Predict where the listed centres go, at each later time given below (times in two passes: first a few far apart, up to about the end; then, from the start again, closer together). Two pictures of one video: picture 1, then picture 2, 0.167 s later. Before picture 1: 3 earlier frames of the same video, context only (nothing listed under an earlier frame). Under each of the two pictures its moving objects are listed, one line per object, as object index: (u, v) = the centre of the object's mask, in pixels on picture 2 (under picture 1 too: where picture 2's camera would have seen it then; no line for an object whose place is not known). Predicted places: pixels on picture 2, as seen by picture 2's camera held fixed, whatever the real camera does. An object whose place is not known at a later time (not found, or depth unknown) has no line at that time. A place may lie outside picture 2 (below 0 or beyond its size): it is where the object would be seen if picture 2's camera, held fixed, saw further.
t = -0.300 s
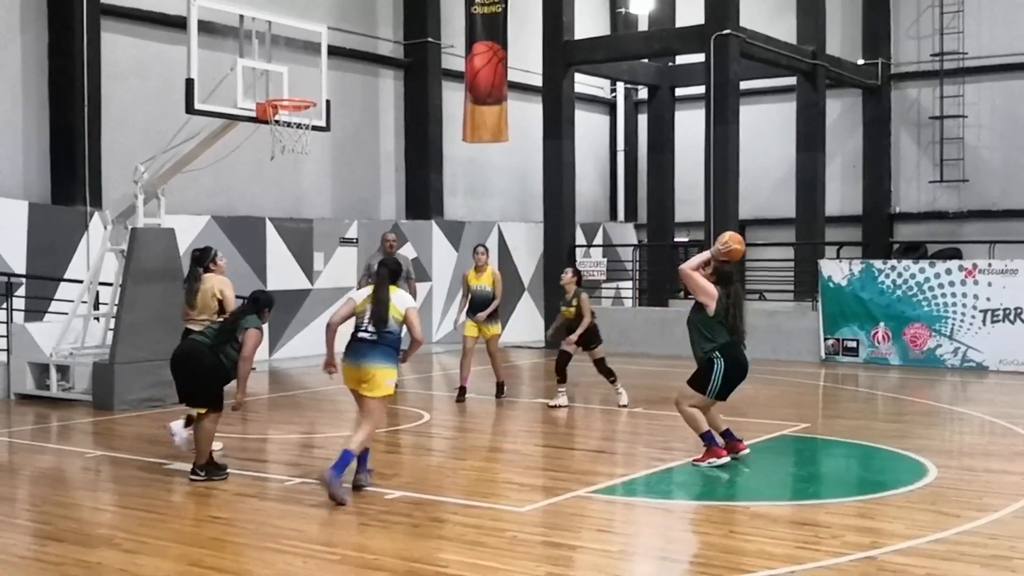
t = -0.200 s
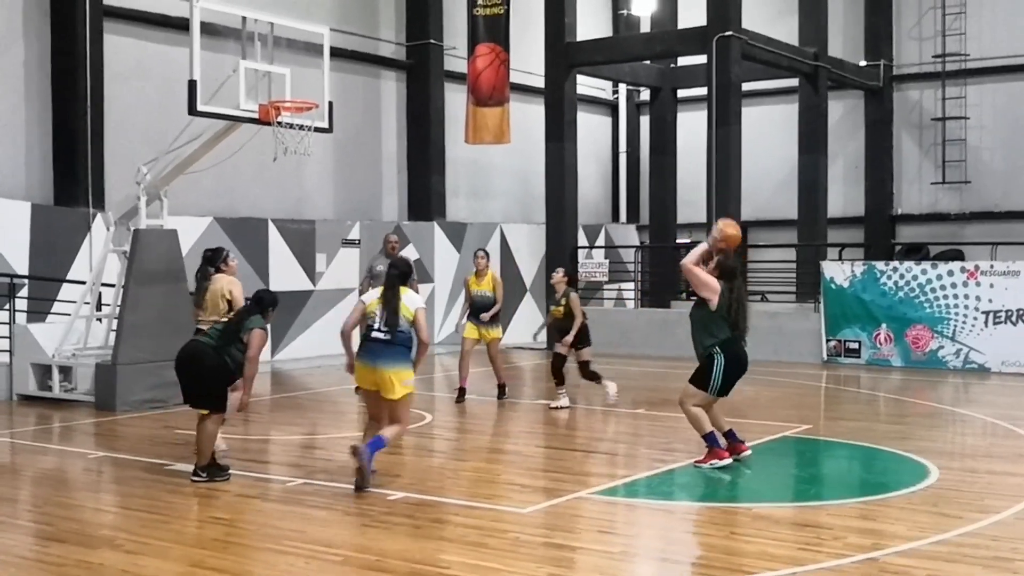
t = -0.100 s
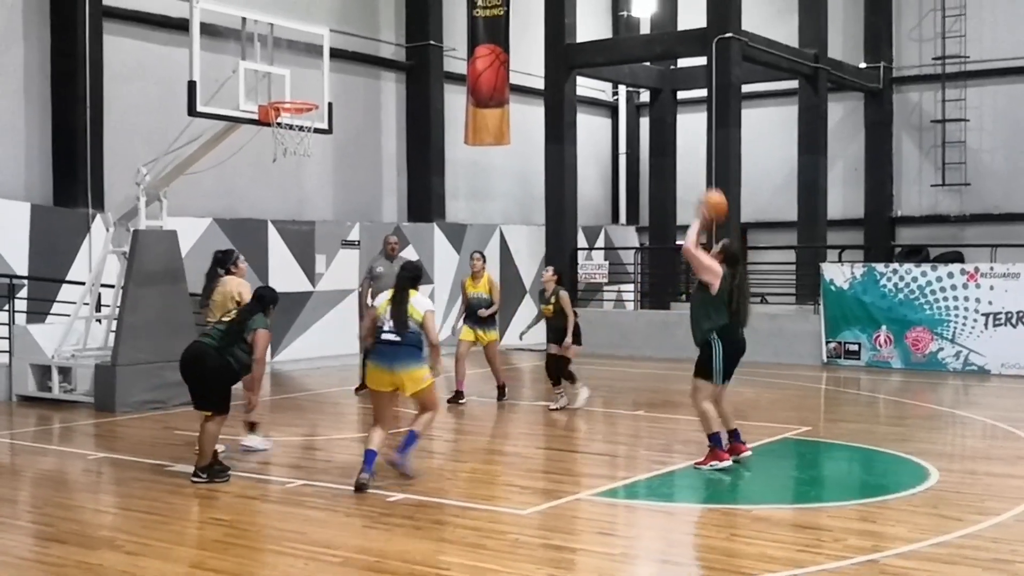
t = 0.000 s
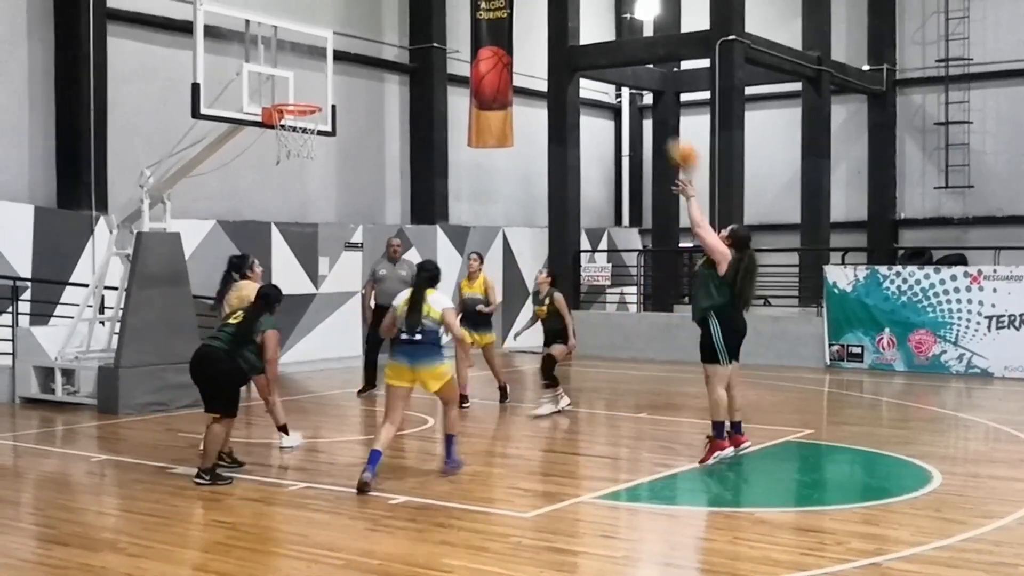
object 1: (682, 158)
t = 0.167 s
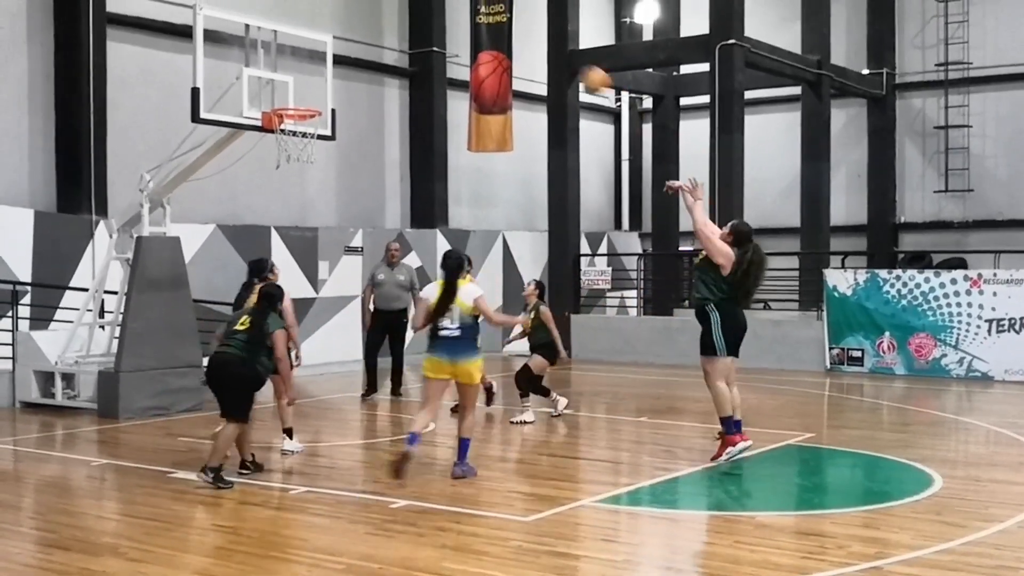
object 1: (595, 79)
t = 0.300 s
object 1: (529, 49)
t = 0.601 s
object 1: (402, 49)
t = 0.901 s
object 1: (331, 82)
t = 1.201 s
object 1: (352, 71)
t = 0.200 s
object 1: (578, 70)
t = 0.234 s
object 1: (563, 63)
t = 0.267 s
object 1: (548, 55)
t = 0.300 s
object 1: (529, 49)
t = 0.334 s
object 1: (513, 43)
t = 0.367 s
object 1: (500, 38)
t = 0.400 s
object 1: (485, 38)
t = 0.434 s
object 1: (473, 37)
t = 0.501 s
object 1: (440, 38)
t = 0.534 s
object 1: (428, 40)
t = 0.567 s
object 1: (417, 44)
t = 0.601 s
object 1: (402, 49)
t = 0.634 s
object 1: (389, 56)
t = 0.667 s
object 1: (376, 63)
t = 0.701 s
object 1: (363, 71)
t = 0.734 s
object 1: (352, 80)
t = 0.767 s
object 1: (339, 91)
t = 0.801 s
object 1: (326, 102)
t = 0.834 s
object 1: (327, 97)
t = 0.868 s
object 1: (329, 89)
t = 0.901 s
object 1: (331, 82)
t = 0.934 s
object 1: (334, 76)
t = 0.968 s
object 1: (336, 72)
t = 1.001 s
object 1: (339, 69)
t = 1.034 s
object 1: (341, 67)
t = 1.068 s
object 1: (343, 66)
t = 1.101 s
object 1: (345, 65)
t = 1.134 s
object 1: (347, 67)
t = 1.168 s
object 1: (350, 69)
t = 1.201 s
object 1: (352, 71)
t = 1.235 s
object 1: (355, 77)
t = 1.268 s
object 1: (357, 82)
